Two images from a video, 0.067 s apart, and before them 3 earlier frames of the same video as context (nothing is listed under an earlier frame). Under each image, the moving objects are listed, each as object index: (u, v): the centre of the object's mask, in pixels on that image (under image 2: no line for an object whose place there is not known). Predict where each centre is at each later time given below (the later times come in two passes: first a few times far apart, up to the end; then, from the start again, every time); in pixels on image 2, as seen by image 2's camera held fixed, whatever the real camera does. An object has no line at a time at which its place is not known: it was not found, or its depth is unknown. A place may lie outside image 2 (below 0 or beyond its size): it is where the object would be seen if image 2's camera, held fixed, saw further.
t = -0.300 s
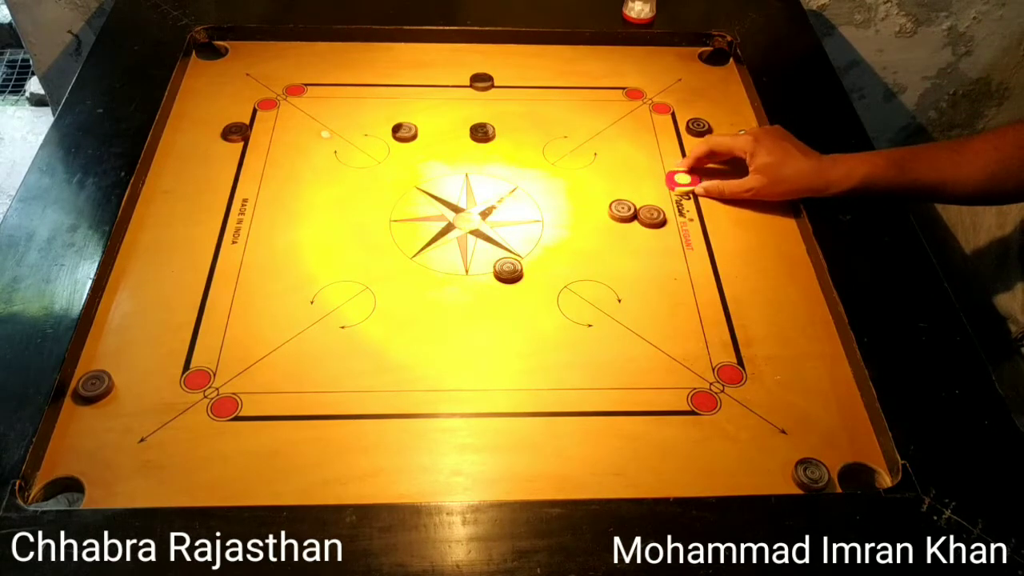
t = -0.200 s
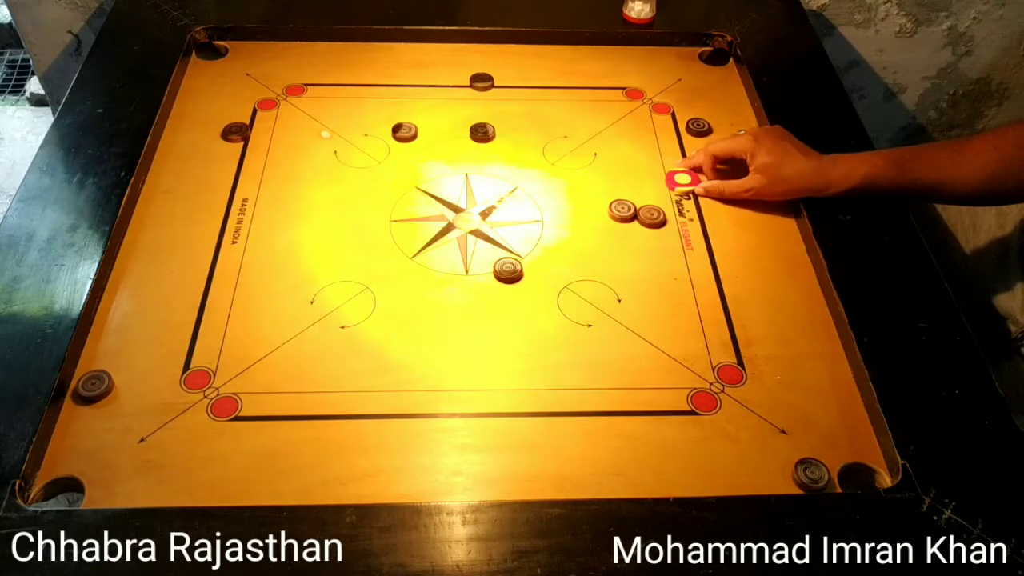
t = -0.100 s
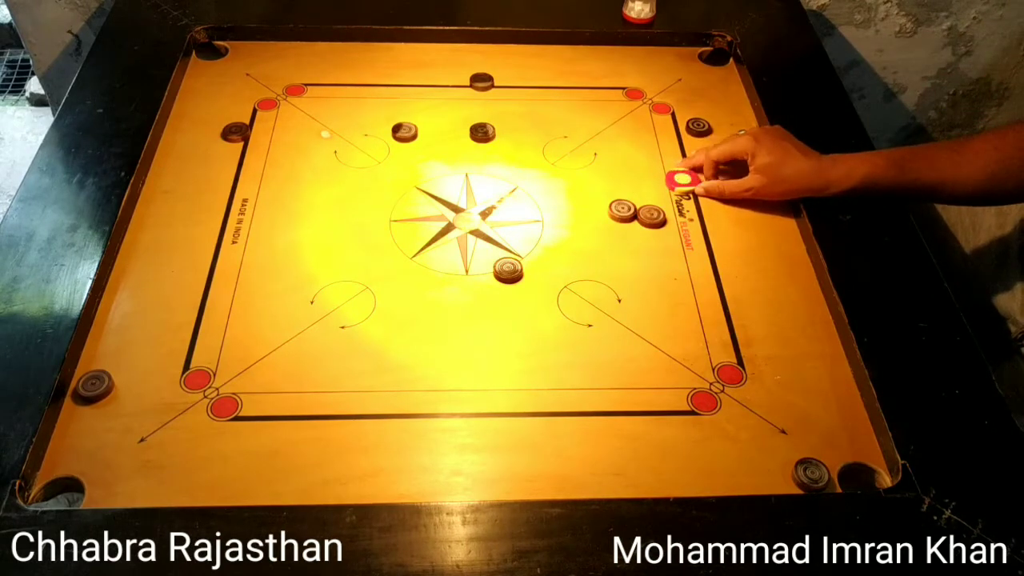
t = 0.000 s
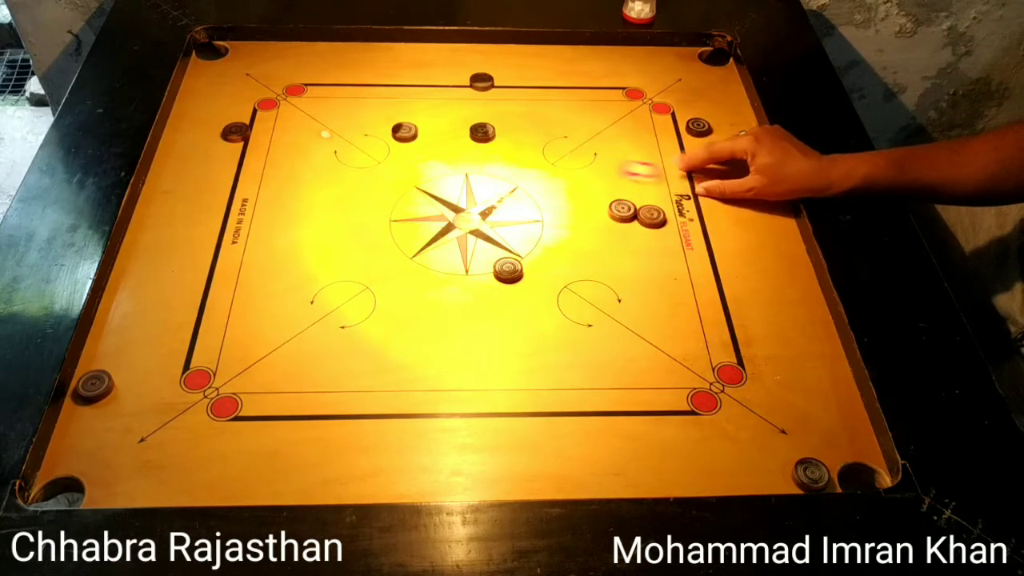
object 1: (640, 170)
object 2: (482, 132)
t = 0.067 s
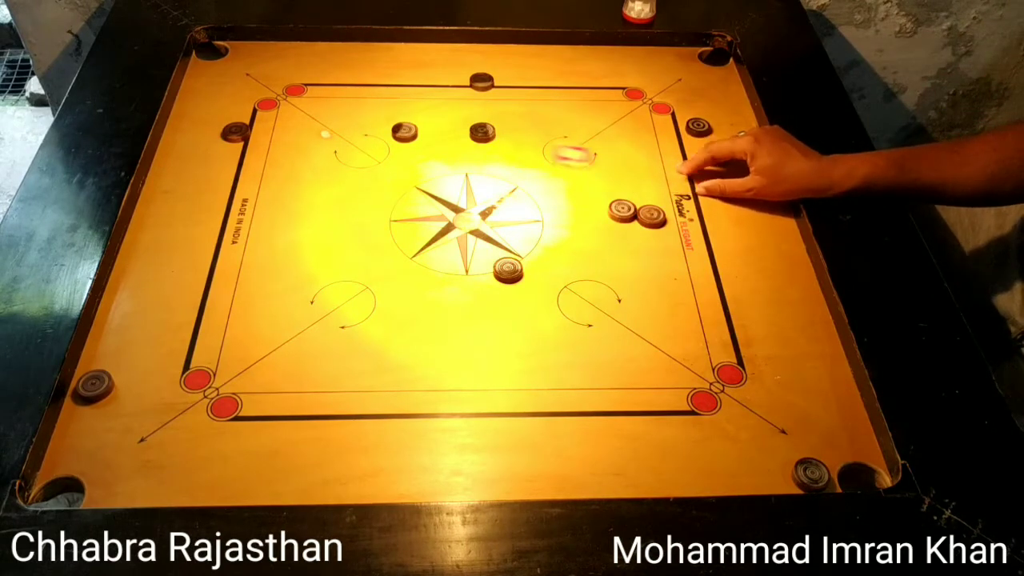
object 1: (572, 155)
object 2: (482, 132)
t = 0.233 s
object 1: (483, 137)
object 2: (399, 108)
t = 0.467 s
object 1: (458, 133)
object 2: (259, 66)
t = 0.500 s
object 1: (458, 132)
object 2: (245, 62)
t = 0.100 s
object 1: (541, 149)
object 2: (482, 132)
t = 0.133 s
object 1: (511, 141)
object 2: (482, 132)
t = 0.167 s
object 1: (499, 139)
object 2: (454, 124)
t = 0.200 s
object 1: (490, 138)
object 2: (425, 115)
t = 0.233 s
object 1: (483, 137)
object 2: (399, 108)
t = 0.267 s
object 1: (476, 136)
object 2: (374, 100)
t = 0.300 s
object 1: (470, 135)
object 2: (350, 94)
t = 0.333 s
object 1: (466, 134)
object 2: (330, 87)
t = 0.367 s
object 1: (462, 134)
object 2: (310, 81)
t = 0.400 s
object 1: (460, 133)
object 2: (291, 75)
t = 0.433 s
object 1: (458, 133)
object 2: (274, 71)
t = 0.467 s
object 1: (458, 133)
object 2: (259, 66)
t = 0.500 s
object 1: (458, 132)
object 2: (245, 62)
